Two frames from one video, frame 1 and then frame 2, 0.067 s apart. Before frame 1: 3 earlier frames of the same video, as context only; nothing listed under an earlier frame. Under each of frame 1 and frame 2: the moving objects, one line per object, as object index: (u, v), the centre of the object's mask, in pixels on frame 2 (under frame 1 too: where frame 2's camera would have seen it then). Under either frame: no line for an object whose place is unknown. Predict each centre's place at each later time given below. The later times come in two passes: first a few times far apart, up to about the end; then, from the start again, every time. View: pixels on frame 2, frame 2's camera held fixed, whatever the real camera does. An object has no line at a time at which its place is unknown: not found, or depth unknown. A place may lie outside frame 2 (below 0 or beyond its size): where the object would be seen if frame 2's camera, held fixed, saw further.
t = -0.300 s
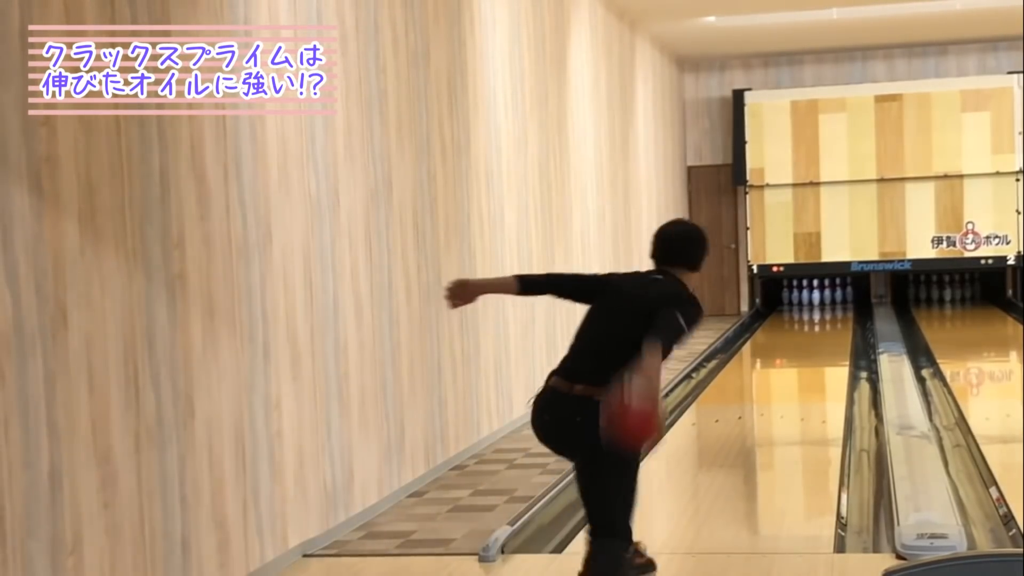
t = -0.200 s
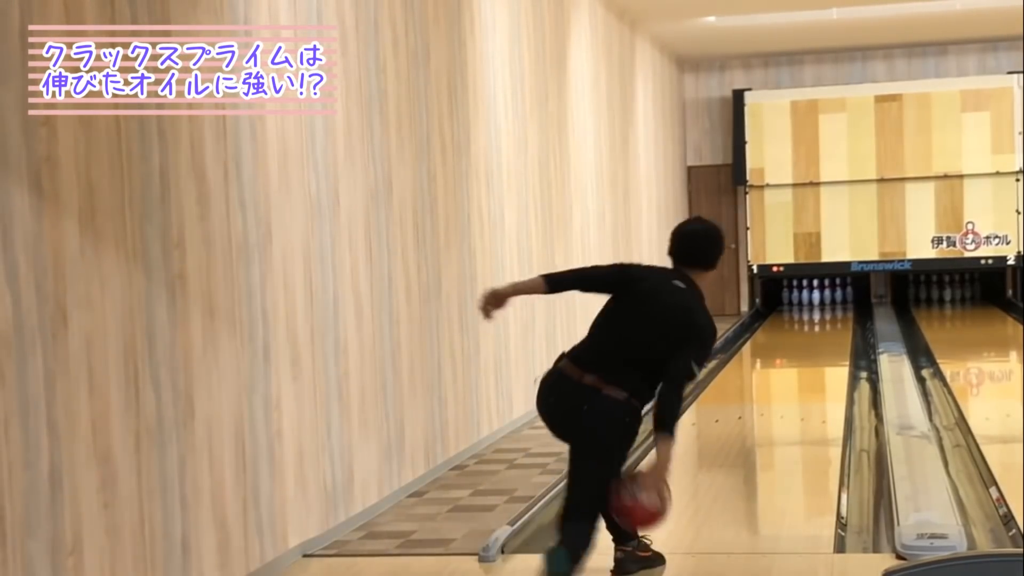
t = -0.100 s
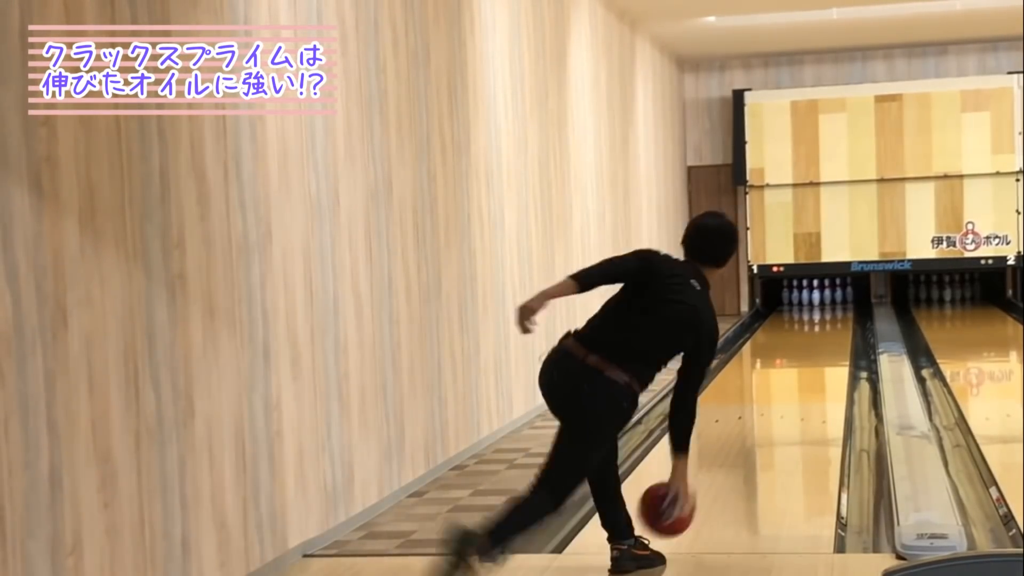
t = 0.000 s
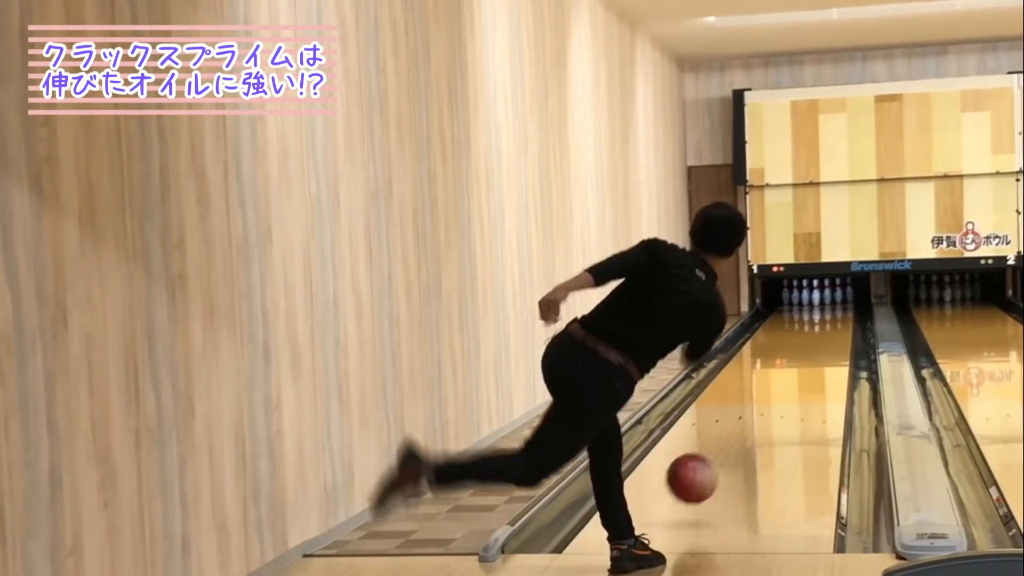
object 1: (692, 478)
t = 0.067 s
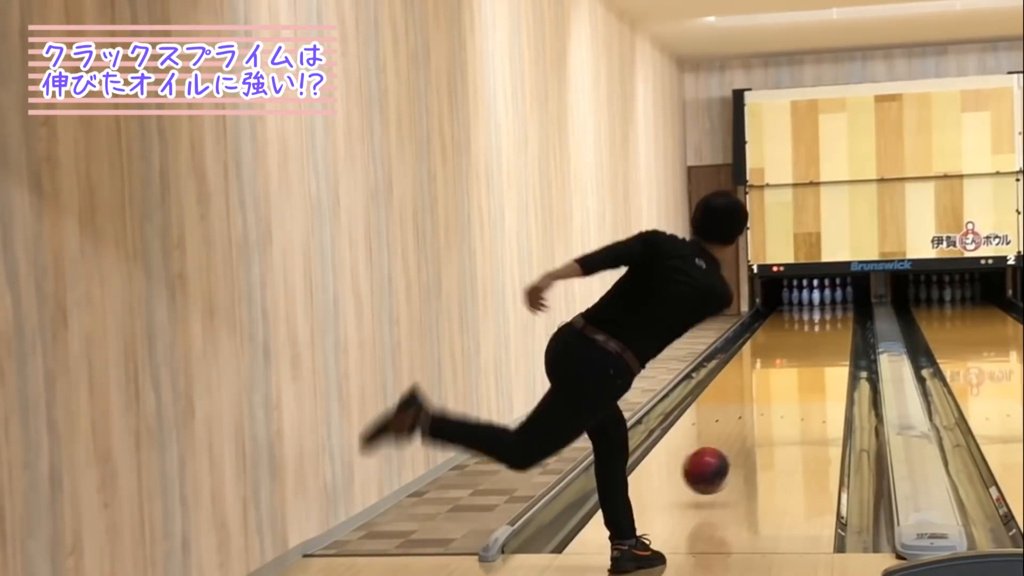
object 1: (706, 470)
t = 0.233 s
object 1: (735, 449)
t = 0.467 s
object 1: (765, 412)
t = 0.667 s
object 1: (783, 388)
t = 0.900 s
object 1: (798, 367)
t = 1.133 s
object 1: (811, 351)
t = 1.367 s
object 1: (820, 337)
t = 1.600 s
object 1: (826, 326)
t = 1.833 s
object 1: (829, 318)
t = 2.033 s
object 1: (832, 312)
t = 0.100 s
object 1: (713, 471)
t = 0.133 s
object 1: (720, 468)
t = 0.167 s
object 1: (725, 460)
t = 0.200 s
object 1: (730, 455)
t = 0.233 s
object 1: (735, 449)
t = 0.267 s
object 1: (740, 443)
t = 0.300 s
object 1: (745, 437)
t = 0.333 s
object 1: (749, 432)
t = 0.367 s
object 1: (753, 426)
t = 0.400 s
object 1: (757, 421)
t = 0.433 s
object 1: (761, 417)
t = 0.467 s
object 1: (765, 412)
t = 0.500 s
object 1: (768, 408)
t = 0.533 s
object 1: (771, 404)
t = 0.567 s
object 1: (774, 399)
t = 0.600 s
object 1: (777, 396)
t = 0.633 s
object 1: (780, 392)
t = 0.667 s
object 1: (783, 388)
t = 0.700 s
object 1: (785, 385)
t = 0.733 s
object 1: (788, 382)
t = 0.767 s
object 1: (789, 379)
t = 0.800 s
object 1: (792, 376)
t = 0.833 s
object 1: (794, 372)
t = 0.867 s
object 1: (796, 369)
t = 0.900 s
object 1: (798, 367)
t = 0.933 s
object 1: (799, 365)
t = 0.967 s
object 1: (802, 362)
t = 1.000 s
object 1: (804, 359)
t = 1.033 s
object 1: (806, 357)
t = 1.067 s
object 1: (807, 354)
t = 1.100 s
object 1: (809, 353)
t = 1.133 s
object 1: (811, 351)
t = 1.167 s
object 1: (812, 348)
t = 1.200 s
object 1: (813, 347)
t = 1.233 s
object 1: (815, 344)
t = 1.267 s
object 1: (816, 343)
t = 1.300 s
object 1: (817, 342)
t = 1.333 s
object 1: (819, 339)
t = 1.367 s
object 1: (820, 337)
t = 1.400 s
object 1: (820, 336)
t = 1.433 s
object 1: (823, 334)
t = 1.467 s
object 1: (823, 333)
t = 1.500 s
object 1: (825, 332)
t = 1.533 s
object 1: (825, 329)
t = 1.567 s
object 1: (826, 328)
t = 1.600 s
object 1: (826, 326)
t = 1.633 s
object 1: (827, 325)
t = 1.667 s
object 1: (827, 325)
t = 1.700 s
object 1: (828, 322)
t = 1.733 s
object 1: (828, 322)
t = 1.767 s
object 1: (828, 321)
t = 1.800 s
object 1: (829, 319)
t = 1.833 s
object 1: (829, 318)
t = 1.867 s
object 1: (830, 317)
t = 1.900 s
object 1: (829, 316)
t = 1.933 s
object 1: (829, 316)
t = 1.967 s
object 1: (829, 314)
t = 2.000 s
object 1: (831, 312)
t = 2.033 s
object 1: (832, 312)
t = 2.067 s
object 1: (831, 310)
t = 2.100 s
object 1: (829, 310)
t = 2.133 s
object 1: (829, 309)
